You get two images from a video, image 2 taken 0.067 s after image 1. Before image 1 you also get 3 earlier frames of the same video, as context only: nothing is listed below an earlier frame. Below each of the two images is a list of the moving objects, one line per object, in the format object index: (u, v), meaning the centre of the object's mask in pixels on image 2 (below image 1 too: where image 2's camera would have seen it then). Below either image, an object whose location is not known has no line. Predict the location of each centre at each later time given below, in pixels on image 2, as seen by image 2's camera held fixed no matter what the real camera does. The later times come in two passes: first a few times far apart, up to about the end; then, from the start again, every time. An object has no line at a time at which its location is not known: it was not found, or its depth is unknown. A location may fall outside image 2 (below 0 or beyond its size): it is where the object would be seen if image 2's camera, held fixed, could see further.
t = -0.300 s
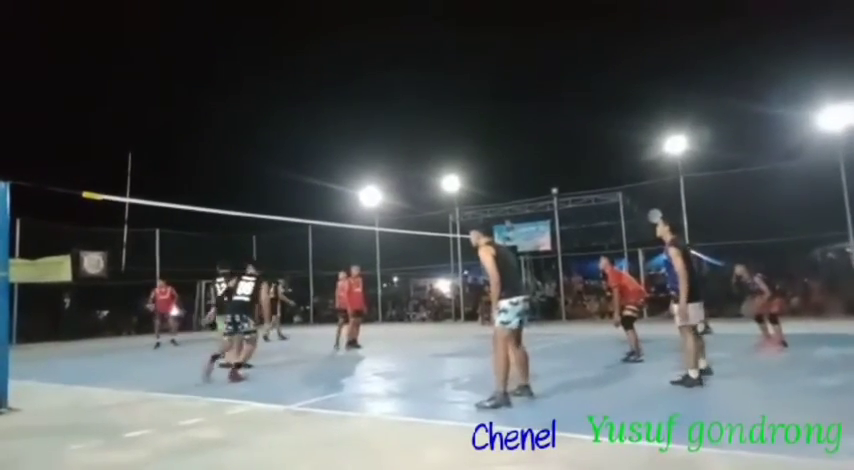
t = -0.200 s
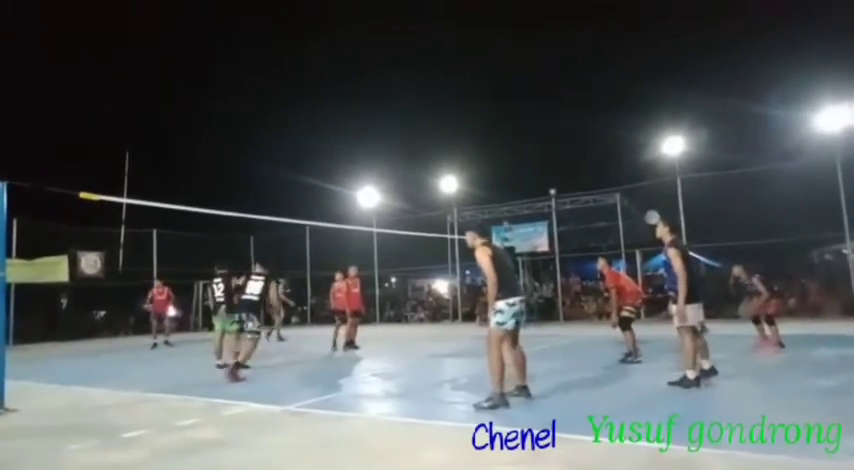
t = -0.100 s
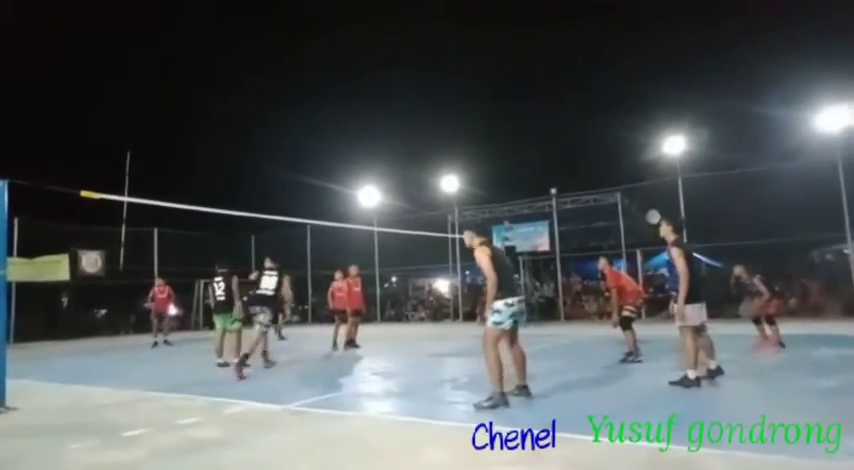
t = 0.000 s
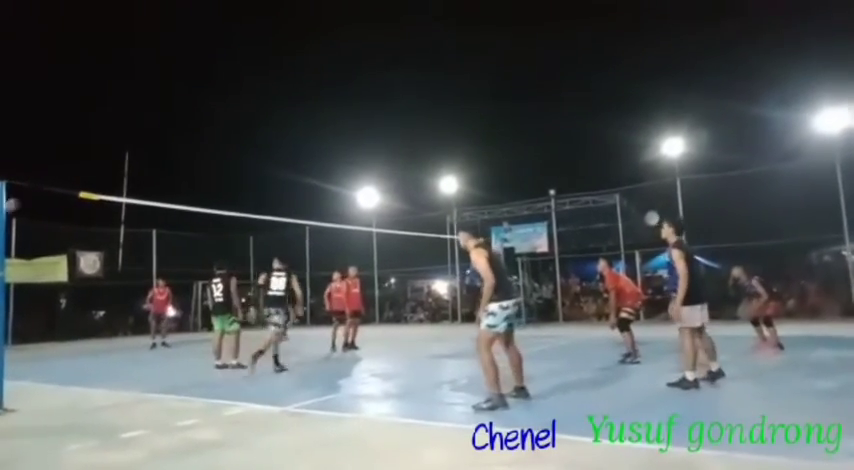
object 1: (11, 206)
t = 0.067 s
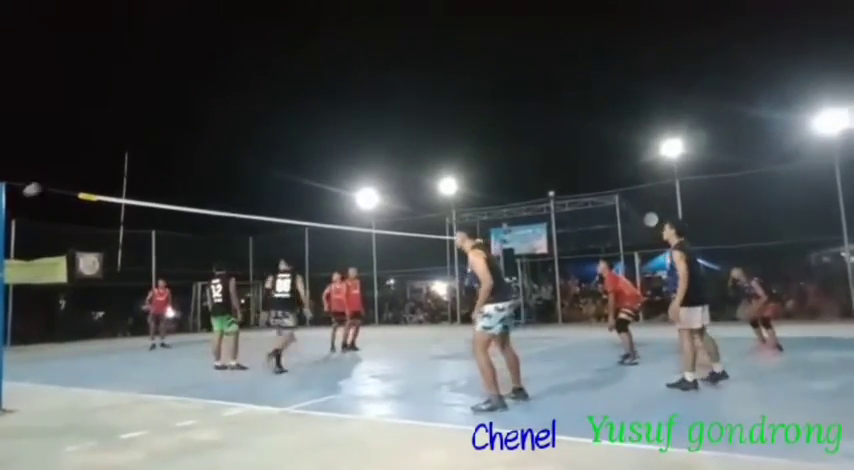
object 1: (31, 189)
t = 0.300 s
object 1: (113, 143)
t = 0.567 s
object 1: (218, 119)
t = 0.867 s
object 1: (360, 133)
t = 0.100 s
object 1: (43, 182)
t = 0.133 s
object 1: (54, 174)
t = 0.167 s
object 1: (66, 167)
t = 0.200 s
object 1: (77, 161)
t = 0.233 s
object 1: (89, 154)
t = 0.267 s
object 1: (101, 148)
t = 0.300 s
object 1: (113, 143)
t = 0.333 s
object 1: (125, 139)
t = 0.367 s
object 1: (137, 134)
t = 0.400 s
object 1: (150, 131)
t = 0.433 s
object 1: (162, 128)
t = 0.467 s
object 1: (176, 125)
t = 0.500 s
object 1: (189, 122)
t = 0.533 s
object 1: (203, 121)
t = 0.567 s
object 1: (218, 119)
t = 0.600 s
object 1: (232, 119)
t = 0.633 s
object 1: (247, 119)
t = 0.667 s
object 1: (261, 119)
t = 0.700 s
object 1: (277, 120)
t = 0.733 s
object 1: (293, 121)
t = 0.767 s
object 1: (309, 123)
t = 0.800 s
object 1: (325, 125)
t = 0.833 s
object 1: (342, 129)
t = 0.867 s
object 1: (360, 133)
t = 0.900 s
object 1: (377, 138)
